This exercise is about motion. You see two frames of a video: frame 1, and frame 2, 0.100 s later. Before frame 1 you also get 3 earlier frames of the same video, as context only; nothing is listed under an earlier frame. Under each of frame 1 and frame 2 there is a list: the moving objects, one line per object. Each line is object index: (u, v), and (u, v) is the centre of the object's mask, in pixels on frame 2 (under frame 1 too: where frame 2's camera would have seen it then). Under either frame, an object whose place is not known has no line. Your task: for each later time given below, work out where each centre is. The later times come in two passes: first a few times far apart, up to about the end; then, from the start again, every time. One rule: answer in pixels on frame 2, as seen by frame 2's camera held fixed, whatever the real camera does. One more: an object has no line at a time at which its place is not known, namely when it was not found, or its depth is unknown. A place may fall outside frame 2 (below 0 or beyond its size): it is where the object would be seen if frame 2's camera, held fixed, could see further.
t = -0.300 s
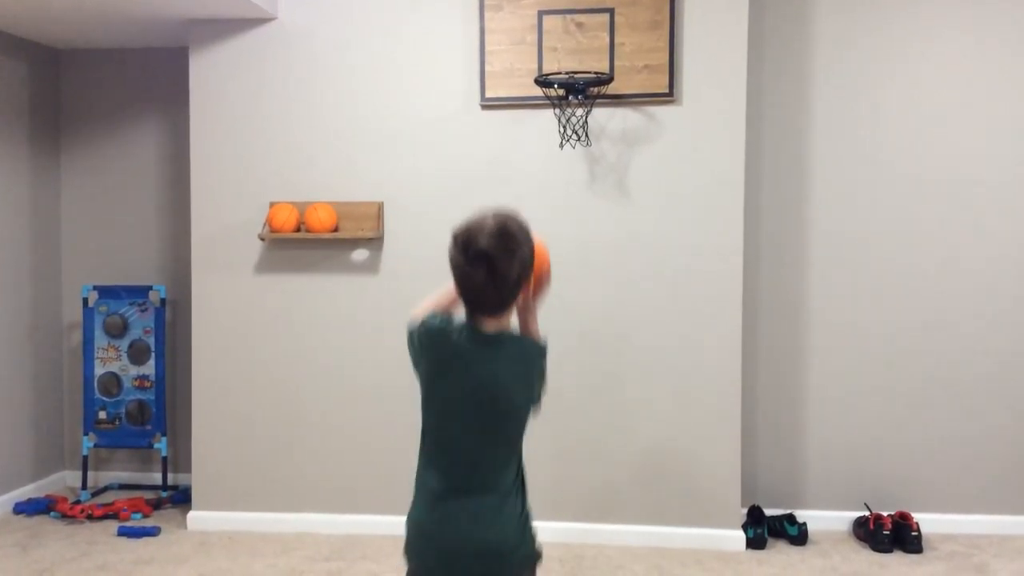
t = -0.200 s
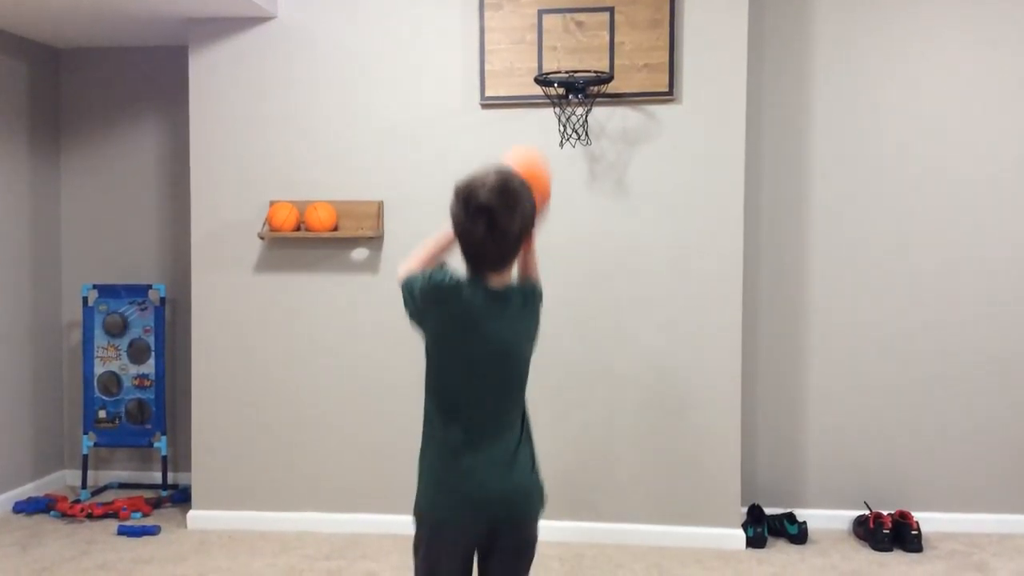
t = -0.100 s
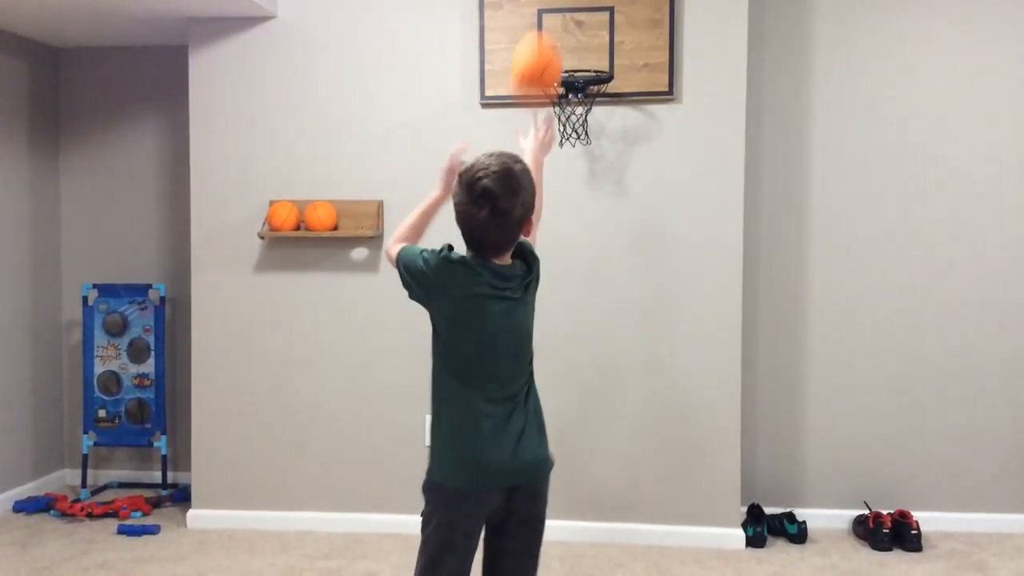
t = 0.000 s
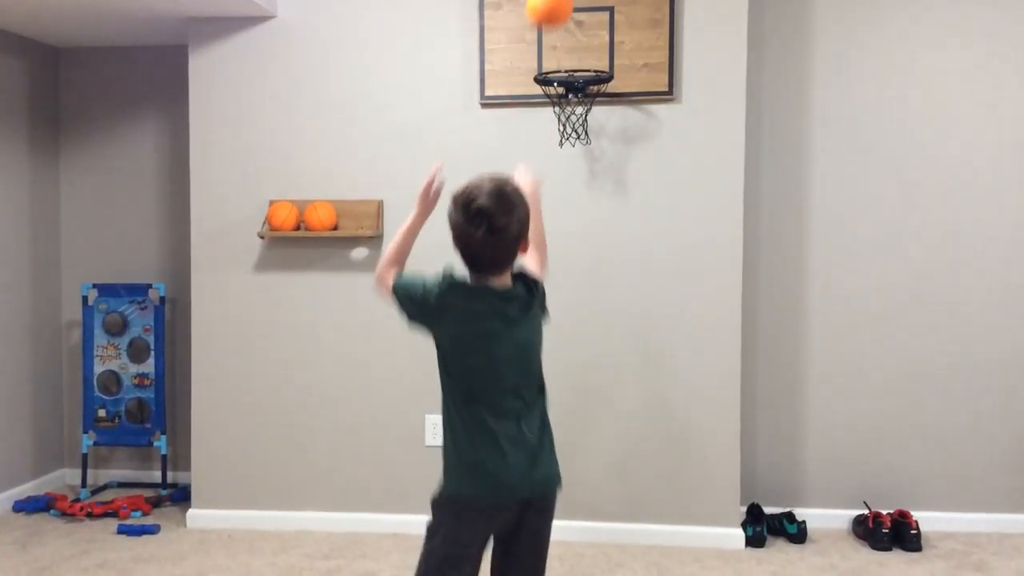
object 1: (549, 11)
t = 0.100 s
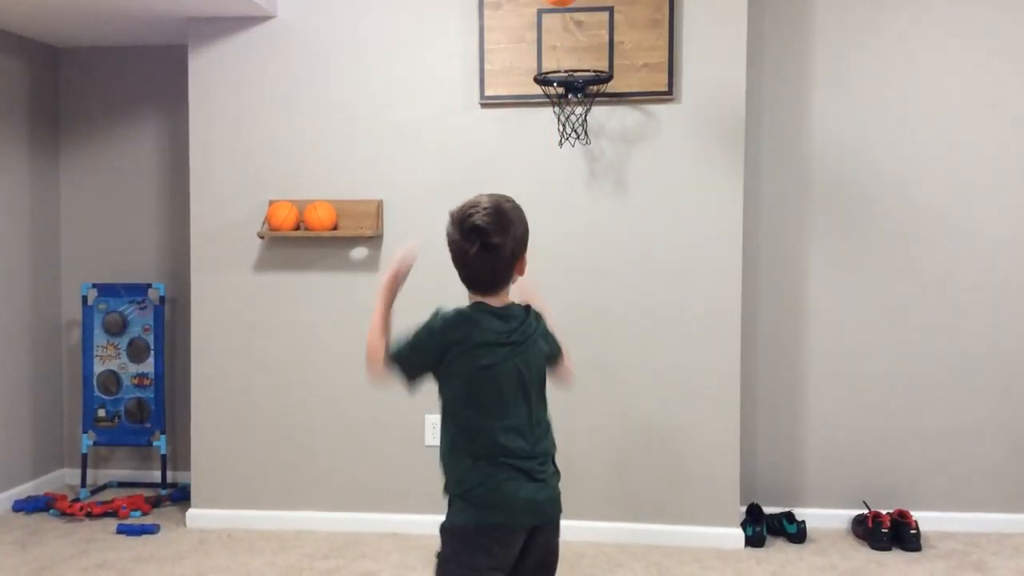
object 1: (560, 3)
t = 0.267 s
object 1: (572, 19)
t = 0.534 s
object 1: (574, 93)
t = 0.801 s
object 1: (572, 157)
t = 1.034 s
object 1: (570, 305)
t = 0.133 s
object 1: (563, 3)
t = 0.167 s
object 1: (565, 4)
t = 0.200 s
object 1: (568, 7)
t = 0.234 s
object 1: (570, 12)
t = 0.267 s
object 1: (572, 19)
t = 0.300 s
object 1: (574, 34)
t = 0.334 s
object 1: (576, 51)
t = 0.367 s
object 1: (577, 59)
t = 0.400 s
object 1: (576, 72)
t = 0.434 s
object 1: (576, 88)
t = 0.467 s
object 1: (576, 101)
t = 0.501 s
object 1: (575, 100)
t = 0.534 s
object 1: (574, 93)
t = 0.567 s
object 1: (574, 93)
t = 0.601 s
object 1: (574, 97)
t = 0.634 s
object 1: (573, 103)
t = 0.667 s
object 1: (573, 110)
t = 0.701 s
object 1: (573, 119)
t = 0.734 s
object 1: (573, 129)
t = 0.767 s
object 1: (573, 141)
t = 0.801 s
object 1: (572, 157)
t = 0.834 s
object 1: (573, 173)
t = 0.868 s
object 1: (573, 192)
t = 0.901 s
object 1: (573, 214)
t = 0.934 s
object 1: (572, 238)
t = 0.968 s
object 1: (572, 261)
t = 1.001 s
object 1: (571, 282)
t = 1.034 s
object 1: (570, 305)
